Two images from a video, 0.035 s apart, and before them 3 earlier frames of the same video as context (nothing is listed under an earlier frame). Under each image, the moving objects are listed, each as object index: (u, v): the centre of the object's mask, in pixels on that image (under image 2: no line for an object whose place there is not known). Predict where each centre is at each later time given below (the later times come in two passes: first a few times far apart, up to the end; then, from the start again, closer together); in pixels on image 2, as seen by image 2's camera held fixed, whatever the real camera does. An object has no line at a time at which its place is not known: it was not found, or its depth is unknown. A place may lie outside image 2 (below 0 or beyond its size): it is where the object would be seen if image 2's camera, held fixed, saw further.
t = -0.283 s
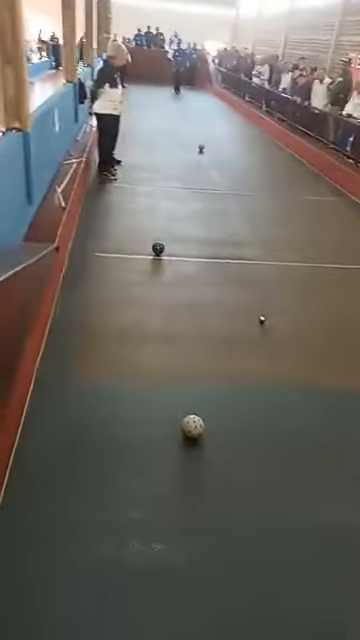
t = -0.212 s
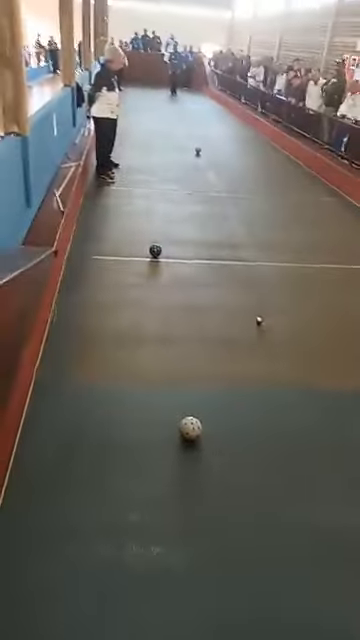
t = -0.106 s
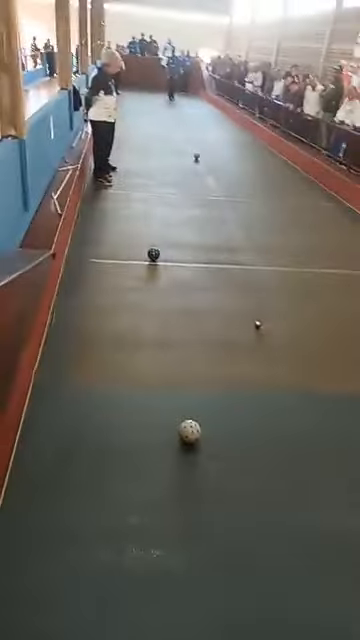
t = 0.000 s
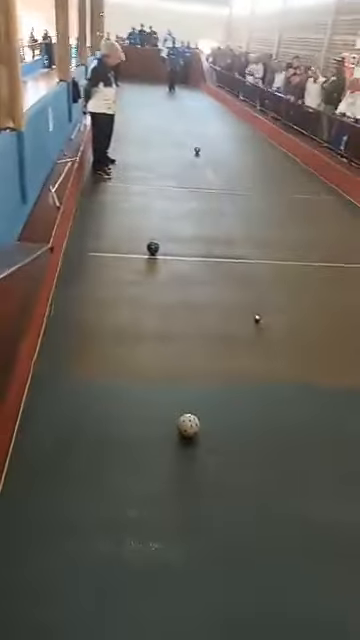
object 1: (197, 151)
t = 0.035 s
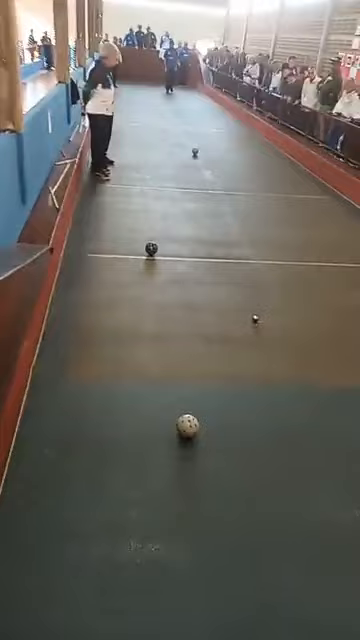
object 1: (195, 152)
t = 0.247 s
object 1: (196, 157)
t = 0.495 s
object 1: (200, 162)
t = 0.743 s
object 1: (204, 165)
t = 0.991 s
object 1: (207, 170)
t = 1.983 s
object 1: (216, 185)
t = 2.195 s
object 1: (216, 186)
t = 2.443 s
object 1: (215, 191)
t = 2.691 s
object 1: (216, 192)
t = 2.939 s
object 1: (219, 197)
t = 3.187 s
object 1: (222, 202)
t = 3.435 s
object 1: (226, 206)
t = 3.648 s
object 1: (231, 211)
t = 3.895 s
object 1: (234, 217)
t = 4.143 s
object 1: (239, 223)
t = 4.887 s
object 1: (248, 237)
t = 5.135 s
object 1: (250, 241)
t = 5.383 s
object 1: (252, 245)
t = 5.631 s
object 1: (253, 251)
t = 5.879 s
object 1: (257, 253)
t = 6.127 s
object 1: (262, 259)
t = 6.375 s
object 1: (263, 263)
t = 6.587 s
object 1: (266, 267)
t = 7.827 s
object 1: (286, 291)
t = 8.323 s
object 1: (292, 301)
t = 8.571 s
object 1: (298, 306)
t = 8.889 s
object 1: (303, 311)
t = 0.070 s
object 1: (195, 155)
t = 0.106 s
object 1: (196, 153)
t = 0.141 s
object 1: (196, 152)
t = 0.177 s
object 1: (197, 155)
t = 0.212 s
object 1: (196, 156)
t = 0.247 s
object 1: (196, 157)
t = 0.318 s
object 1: (198, 156)
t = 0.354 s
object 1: (198, 156)
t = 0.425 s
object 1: (200, 158)
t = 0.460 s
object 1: (199, 159)
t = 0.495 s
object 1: (200, 162)
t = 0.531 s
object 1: (201, 162)
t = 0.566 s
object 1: (202, 162)
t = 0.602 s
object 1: (203, 162)
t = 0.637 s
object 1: (203, 162)
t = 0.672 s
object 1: (202, 164)
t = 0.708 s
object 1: (202, 165)
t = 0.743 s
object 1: (204, 165)
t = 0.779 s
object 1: (206, 165)
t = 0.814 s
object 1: (206, 166)
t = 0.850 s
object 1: (204, 169)
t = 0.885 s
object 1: (205, 170)
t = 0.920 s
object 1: (207, 170)
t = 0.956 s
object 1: (208, 170)
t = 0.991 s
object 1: (207, 170)
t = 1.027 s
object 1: (206, 172)
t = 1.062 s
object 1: (208, 173)
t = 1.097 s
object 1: (209, 172)
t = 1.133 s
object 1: (208, 174)
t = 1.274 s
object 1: (209, 176)
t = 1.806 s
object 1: (215, 181)
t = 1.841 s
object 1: (214, 183)
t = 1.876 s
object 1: (215, 183)
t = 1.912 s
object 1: (216, 182)
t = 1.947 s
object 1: (215, 184)
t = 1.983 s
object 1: (216, 185)
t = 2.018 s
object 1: (216, 184)
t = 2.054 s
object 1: (216, 185)
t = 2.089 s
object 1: (214, 186)
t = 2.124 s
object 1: (215, 186)
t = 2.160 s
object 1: (217, 186)
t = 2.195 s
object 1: (216, 186)
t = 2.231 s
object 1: (215, 188)
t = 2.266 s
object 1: (216, 188)
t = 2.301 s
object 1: (215, 187)
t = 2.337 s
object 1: (214, 191)
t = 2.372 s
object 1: (215, 190)
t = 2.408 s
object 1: (215, 190)
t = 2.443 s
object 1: (215, 191)
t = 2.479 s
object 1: (215, 191)
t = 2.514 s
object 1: (215, 191)
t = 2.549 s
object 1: (215, 191)
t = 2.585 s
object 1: (215, 192)
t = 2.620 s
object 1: (216, 192)
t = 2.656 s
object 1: (217, 192)
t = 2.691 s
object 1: (216, 192)
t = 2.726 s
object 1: (216, 193)
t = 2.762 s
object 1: (218, 194)
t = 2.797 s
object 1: (218, 193)
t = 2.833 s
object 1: (217, 195)
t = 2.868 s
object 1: (218, 196)
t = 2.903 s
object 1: (218, 196)
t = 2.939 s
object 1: (219, 197)
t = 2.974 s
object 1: (219, 198)
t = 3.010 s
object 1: (220, 198)
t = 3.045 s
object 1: (220, 200)
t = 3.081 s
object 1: (219, 201)
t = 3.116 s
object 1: (221, 201)
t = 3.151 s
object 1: (223, 200)
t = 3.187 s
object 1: (222, 202)
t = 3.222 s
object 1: (221, 204)
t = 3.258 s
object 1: (223, 203)
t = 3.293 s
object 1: (224, 203)
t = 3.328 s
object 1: (224, 204)
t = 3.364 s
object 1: (223, 206)
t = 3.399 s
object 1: (224, 207)
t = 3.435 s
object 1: (226, 206)
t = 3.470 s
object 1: (227, 206)
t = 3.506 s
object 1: (227, 208)
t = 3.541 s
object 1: (228, 208)
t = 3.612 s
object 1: (229, 211)
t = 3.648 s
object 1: (231, 211)
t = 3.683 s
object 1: (231, 212)
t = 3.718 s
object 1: (231, 214)
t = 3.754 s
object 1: (232, 214)
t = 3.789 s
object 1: (233, 214)
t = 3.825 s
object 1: (233, 215)
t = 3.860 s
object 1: (233, 216)
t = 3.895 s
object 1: (234, 217)
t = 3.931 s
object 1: (236, 217)
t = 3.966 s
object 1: (236, 218)
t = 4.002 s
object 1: (235, 219)
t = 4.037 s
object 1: (235, 220)
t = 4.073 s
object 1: (237, 220)
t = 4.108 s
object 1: (238, 220)
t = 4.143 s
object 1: (239, 223)
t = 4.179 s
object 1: (239, 223)
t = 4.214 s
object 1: (239, 224)
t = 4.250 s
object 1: (240, 224)
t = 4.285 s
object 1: (241, 225)
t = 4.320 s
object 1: (241, 226)
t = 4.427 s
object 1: (243, 229)
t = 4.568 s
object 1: (244, 231)
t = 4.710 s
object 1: (246, 233)
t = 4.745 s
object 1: (246, 235)
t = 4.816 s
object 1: (247, 236)
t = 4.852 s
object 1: (248, 238)
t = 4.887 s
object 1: (248, 237)
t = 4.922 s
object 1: (249, 237)
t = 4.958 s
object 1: (249, 238)
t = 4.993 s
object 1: (248, 239)
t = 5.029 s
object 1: (249, 239)
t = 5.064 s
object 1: (249, 240)
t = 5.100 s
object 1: (249, 241)
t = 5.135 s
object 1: (250, 241)
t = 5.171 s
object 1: (252, 241)
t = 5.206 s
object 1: (251, 242)
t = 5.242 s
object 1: (251, 243)
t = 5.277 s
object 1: (251, 244)
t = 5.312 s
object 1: (252, 244)
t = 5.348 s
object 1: (252, 245)
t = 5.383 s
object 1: (252, 245)
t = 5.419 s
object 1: (252, 246)
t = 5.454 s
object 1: (252, 246)
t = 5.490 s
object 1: (252, 247)
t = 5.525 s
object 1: (254, 248)
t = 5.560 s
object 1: (254, 247)
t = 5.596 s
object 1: (253, 249)
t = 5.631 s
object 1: (253, 251)
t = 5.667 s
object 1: (255, 251)
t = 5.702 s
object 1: (256, 250)
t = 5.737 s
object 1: (255, 252)
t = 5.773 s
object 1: (253, 252)
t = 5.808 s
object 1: (255, 252)
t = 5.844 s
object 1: (257, 252)
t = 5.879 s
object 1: (257, 253)
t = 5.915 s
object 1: (257, 255)
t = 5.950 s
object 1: (257, 256)
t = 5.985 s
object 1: (258, 256)
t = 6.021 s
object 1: (259, 258)
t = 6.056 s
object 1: (259, 258)
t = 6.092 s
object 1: (261, 259)
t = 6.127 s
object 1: (262, 259)
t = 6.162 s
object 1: (262, 260)
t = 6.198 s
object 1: (261, 260)
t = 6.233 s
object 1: (261, 260)
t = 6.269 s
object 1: (263, 261)
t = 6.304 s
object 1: (262, 262)
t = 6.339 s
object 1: (262, 263)
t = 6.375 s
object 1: (263, 263)
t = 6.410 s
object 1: (265, 264)
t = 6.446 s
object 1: (265, 265)
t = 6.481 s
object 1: (265, 265)
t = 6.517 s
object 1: (266, 266)
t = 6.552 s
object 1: (267, 266)
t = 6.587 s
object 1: (266, 267)
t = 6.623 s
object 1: (267, 267)
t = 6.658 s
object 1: (267, 269)
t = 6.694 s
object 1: (266, 269)
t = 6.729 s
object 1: (268, 270)
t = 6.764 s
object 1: (271, 269)
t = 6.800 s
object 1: (271, 271)
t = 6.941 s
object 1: (272, 274)
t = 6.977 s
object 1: (272, 275)
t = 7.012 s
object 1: (273, 275)
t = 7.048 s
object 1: (273, 276)
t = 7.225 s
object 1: (277, 279)
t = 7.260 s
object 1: (279, 280)
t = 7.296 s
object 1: (277, 281)
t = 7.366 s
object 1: (277, 282)
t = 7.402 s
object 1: (280, 283)
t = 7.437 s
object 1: (280, 284)
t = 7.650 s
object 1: (281, 288)
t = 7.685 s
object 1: (283, 289)
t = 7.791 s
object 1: (285, 291)
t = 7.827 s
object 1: (286, 291)
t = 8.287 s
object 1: (293, 300)
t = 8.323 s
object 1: (292, 301)
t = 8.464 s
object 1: (296, 303)
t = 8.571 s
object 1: (298, 306)
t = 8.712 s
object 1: (300, 308)
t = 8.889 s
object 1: (303, 311)
